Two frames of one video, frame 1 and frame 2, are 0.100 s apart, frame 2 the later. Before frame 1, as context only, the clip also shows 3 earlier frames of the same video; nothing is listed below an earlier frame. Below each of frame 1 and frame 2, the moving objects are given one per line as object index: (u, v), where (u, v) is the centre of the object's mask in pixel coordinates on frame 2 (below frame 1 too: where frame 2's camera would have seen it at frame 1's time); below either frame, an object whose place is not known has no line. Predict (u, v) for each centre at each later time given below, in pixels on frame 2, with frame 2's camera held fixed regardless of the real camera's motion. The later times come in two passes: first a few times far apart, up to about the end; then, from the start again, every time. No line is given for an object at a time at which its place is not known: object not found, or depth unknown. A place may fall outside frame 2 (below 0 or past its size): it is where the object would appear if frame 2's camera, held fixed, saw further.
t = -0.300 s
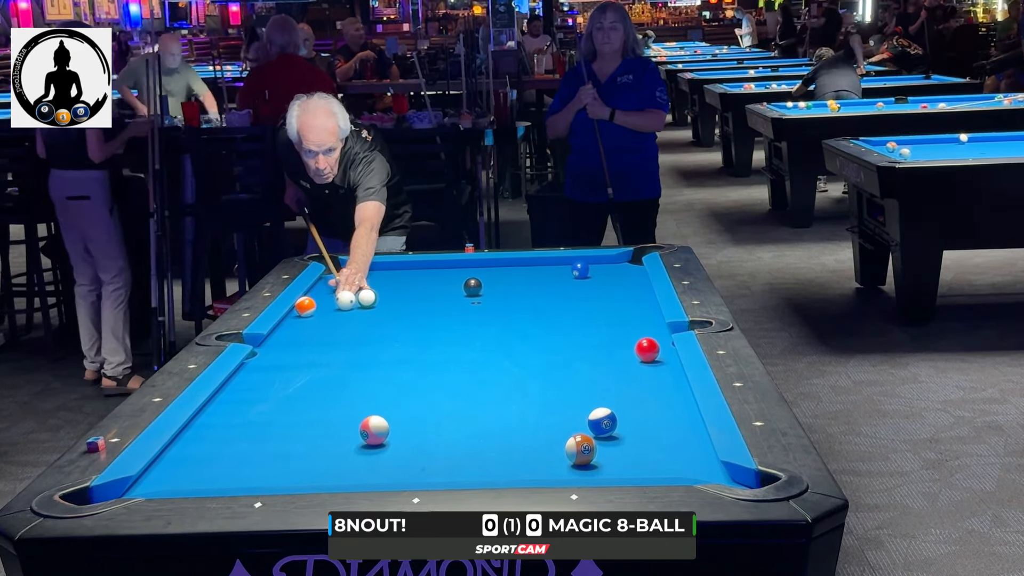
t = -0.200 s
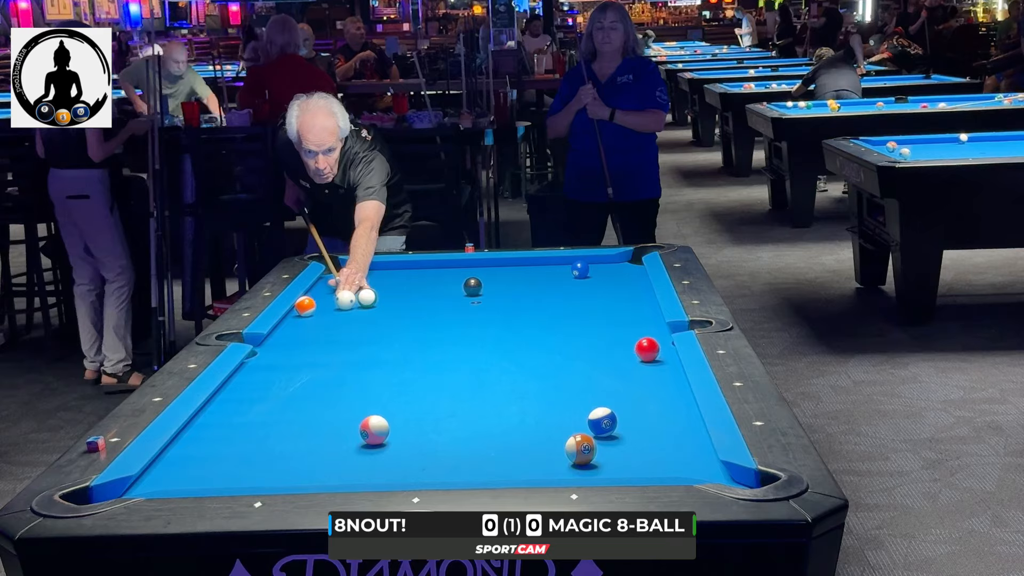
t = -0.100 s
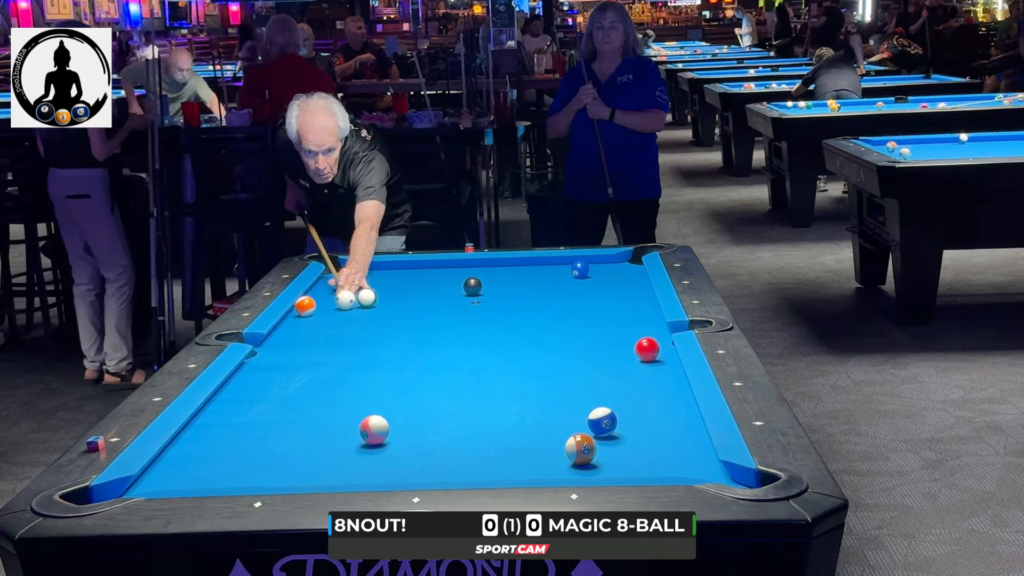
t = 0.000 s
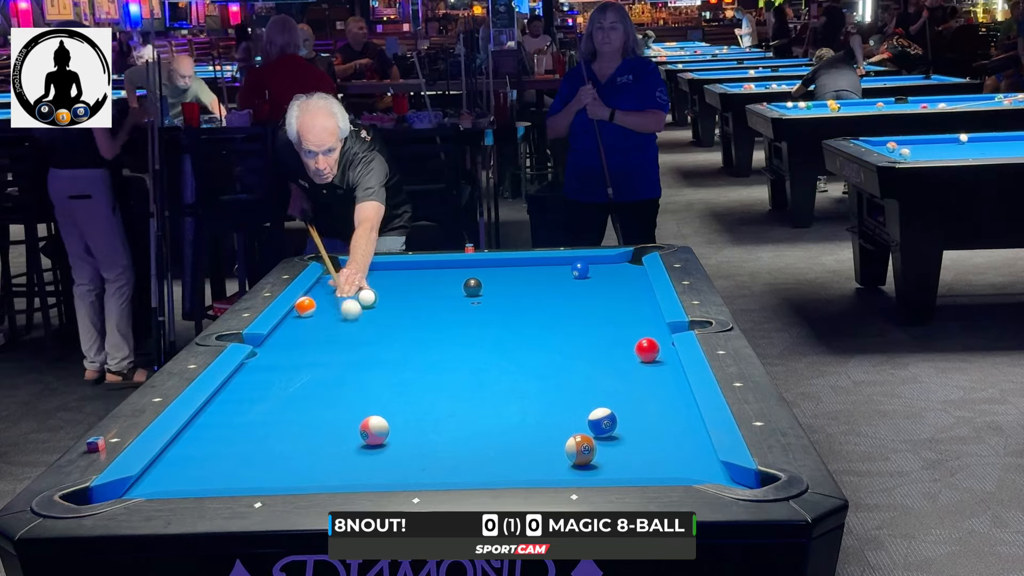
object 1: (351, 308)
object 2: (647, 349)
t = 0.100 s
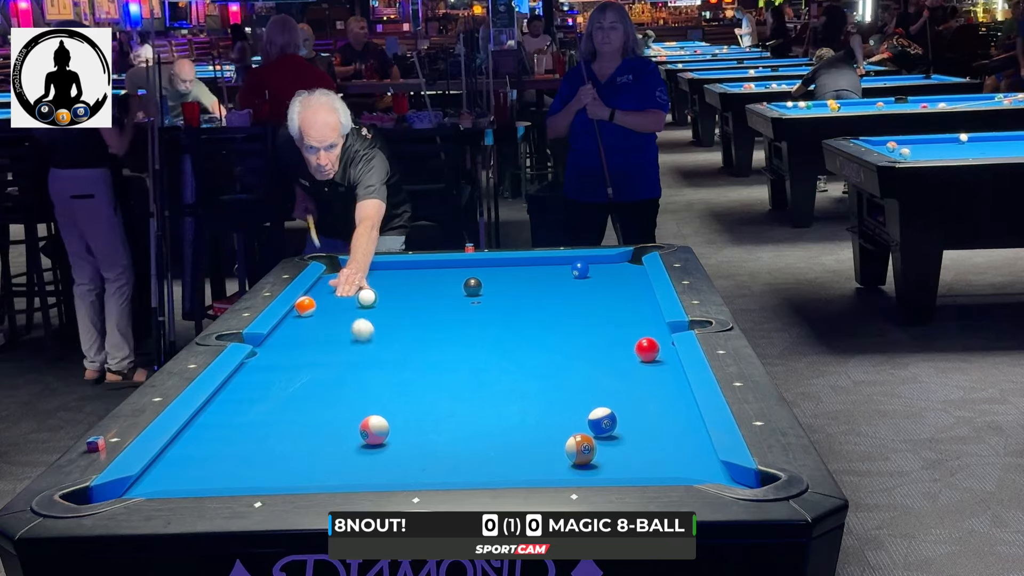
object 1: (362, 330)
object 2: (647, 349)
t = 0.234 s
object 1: (379, 359)
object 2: (647, 349)
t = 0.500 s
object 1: (425, 436)
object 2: (647, 349)
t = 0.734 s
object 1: (497, 448)
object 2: (647, 349)
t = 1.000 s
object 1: (576, 393)
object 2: (647, 349)
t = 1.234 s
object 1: (630, 357)
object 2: (648, 348)
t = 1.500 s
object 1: (618, 344)
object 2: (629, 333)
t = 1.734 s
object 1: (609, 335)
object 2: (590, 330)
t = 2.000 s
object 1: (601, 324)
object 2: (553, 322)
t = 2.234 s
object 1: (595, 316)
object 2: (524, 317)
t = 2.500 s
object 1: (588, 308)
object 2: (493, 311)
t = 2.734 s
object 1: (583, 302)
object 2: (468, 306)
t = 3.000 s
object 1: (578, 295)
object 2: (442, 301)
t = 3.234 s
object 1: (574, 290)
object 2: (422, 297)
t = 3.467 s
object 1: (570, 286)
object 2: (403, 294)
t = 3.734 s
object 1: (567, 281)
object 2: (384, 290)
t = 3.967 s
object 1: (564, 277)
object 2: (368, 284)
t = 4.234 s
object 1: (561, 273)
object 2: (352, 283)
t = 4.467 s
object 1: (559, 270)
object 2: (339, 281)
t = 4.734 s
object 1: (556, 267)
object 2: (327, 278)
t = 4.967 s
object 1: (554, 265)
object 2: (334, 276)
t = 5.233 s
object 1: (553, 263)
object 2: (343, 274)
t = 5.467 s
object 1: (552, 261)
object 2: (349, 273)
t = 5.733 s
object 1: (551, 260)
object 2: (355, 272)
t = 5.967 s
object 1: (551, 260)
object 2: (359, 272)
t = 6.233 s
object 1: (552, 261)
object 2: (363, 271)
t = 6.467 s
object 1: (553, 261)
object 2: (365, 271)
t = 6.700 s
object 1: (553, 261)
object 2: (365, 271)
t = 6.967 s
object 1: (553, 261)
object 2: (365, 271)
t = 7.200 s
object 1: (553, 261)
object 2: (365, 271)
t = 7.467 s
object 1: (553, 261)
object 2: (365, 271)
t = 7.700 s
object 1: (553, 261)
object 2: (364, 271)
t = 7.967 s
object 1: (553, 261)
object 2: (364, 271)
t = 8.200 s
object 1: (553, 261)
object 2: (364, 271)
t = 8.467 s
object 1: (553, 261)
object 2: (364, 271)
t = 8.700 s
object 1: (553, 261)
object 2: (364, 271)
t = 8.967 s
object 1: (553, 261)
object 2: (365, 271)
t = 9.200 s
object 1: (553, 261)
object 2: (364, 271)
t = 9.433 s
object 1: (553, 261)
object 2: (364, 271)
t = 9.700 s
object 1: (553, 261)
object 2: (364, 271)
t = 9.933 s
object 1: (553, 261)
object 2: (364, 271)
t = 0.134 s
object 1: (366, 335)
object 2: (647, 349)
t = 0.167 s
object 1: (370, 344)
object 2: (647, 349)
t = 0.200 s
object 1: (375, 351)
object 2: (647, 349)
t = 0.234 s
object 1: (379, 359)
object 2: (647, 349)
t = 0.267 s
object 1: (384, 367)
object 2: (647, 349)
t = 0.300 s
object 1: (389, 376)
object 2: (647, 349)
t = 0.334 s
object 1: (395, 384)
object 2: (647, 349)
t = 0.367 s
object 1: (400, 394)
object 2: (647, 349)
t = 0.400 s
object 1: (406, 403)
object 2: (647, 349)
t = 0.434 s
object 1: (412, 414)
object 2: (647, 349)
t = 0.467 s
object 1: (418, 425)
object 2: (647, 349)
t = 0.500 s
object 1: (425, 436)
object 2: (647, 349)
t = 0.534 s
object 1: (432, 448)
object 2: (647, 349)
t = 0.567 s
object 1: (440, 461)
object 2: (647, 349)
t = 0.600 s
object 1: (447, 469)
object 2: (647, 349)
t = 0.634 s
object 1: (459, 471)
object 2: (647, 349)
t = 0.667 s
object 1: (472, 465)
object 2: (647, 349)
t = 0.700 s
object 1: (485, 457)
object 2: (647, 349)
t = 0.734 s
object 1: (497, 448)
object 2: (647, 349)
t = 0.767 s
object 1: (508, 440)
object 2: (647, 349)
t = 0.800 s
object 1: (519, 432)
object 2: (647, 349)
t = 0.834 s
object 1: (529, 425)
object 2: (647, 349)
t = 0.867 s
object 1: (539, 418)
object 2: (647, 349)
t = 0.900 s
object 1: (549, 412)
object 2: (647, 349)
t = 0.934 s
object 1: (558, 405)
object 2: (647, 349)
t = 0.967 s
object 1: (567, 399)
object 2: (647, 349)
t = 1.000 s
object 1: (576, 393)
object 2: (647, 349)
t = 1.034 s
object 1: (584, 388)
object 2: (647, 349)
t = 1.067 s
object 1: (592, 382)
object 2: (647, 349)
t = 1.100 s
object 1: (600, 377)
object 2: (647, 349)
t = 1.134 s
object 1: (608, 372)
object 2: (647, 349)
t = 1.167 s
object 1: (615, 366)
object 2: (647, 349)
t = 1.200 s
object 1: (623, 361)
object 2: (647, 349)
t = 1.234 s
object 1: (630, 357)
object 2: (648, 348)
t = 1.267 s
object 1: (630, 355)
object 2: (653, 346)
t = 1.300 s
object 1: (627, 354)
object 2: (661, 343)
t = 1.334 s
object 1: (625, 352)
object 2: (655, 342)
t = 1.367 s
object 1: (623, 351)
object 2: (648, 341)
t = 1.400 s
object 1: (621, 349)
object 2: (642, 339)
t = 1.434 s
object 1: (620, 348)
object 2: (638, 338)
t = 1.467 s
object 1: (619, 346)
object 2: (634, 336)
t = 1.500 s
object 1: (618, 344)
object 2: (629, 333)
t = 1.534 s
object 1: (617, 343)
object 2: (623, 331)
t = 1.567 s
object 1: (615, 341)
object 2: (616, 328)
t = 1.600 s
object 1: (614, 340)
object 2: (607, 328)
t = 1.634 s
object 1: (613, 338)
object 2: (601, 329)
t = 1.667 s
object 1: (611, 337)
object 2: (597, 330)
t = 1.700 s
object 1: (610, 336)
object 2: (593, 330)
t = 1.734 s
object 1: (609, 335)
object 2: (590, 330)
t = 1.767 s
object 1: (608, 333)
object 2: (586, 329)
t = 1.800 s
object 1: (607, 332)
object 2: (581, 328)
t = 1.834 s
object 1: (606, 330)
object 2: (576, 327)
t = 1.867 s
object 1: (605, 329)
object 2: (571, 326)
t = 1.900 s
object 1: (604, 328)
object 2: (567, 325)
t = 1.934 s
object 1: (603, 326)
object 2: (562, 324)
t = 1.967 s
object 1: (602, 325)
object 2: (558, 323)
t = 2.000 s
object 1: (601, 324)
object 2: (553, 322)
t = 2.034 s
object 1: (600, 323)
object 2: (549, 321)
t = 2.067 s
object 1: (599, 322)
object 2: (544, 321)
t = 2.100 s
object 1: (598, 321)
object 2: (540, 320)
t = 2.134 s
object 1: (597, 319)
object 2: (536, 319)
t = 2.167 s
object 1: (596, 318)
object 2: (532, 318)
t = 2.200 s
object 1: (596, 317)
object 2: (528, 317)
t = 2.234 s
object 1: (595, 316)
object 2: (524, 317)
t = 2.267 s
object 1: (594, 315)
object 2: (520, 316)
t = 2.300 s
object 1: (593, 314)
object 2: (516, 315)
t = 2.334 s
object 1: (592, 313)
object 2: (512, 314)
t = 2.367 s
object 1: (591, 312)
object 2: (508, 314)
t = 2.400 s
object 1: (590, 311)
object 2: (504, 313)
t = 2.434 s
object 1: (590, 310)
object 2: (500, 312)
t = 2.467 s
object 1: (589, 309)
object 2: (497, 311)
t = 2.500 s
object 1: (588, 308)
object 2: (493, 311)
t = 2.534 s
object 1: (587, 307)
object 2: (489, 310)
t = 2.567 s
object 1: (586, 306)
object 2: (485, 309)
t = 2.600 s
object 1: (586, 305)
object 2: (482, 309)
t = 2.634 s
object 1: (585, 305)
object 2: (478, 308)
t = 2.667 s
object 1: (584, 304)
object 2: (475, 307)
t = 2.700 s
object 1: (583, 303)
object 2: (472, 307)
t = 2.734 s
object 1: (583, 302)
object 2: (468, 306)
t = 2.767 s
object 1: (582, 301)
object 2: (465, 305)
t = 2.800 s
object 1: (582, 300)
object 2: (461, 305)
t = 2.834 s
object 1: (581, 299)
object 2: (458, 304)
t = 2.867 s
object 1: (580, 299)
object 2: (455, 303)
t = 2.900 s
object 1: (579, 297)
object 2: (451, 303)
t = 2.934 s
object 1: (579, 297)
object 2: (448, 302)
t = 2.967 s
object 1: (578, 296)
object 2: (445, 302)
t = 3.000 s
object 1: (578, 295)
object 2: (442, 301)
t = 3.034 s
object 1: (577, 294)
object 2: (439, 300)
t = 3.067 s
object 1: (577, 294)
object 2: (436, 300)
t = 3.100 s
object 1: (576, 293)
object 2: (433, 299)
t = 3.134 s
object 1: (575, 292)
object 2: (430, 299)
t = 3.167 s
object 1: (575, 291)
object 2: (428, 298)
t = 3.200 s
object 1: (574, 291)
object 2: (425, 298)
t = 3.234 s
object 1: (574, 290)
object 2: (422, 297)
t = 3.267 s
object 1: (574, 289)
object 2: (419, 297)
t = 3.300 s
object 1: (573, 289)
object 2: (416, 296)
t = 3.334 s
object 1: (572, 288)
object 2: (413, 296)
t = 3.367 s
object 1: (572, 287)
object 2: (411, 295)
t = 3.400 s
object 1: (571, 287)
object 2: (408, 295)
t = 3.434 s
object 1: (571, 286)
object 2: (405, 294)
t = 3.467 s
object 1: (570, 286)
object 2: (403, 294)
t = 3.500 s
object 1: (570, 285)
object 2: (400, 293)
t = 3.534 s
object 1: (569, 284)
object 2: (398, 293)
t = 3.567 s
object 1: (569, 284)
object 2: (395, 292)
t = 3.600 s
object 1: (568, 283)
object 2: (393, 292)
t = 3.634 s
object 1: (568, 283)
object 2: (390, 291)
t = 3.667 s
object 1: (567, 282)
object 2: (388, 291)
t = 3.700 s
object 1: (567, 281)
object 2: (386, 290)
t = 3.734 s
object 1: (567, 281)
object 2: (384, 290)
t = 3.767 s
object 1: (566, 280)
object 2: (382, 289)
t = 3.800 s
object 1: (566, 280)
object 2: (380, 288)
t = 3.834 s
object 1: (565, 279)
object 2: (378, 287)
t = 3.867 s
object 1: (565, 278)
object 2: (375, 286)
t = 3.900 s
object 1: (565, 278)
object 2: (373, 285)
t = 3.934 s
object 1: (564, 277)
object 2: (370, 284)
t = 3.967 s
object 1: (564, 277)
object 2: (368, 284)
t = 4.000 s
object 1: (563, 277)
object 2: (366, 284)
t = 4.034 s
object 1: (563, 276)
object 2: (363, 283)
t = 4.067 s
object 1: (563, 276)
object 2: (361, 284)
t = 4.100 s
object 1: (563, 275)
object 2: (359, 284)
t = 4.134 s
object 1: (562, 275)
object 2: (357, 284)
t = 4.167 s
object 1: (562, 274)
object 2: (355, 284)
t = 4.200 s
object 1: (562, 274)
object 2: (354, 284)
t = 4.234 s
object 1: (561, 273)
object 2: (352, 283)
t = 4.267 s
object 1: (561, 273)
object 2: (350, 283)
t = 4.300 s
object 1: (560, 272)
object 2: (348, 283)
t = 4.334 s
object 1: (560, 272)
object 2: (346, 282)
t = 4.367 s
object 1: (560, 272)
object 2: (345, 282)
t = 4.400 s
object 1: (559, 271)
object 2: (343, 282)
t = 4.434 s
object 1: (559, 271)
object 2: (341, 281)
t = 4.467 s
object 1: (559, 270)
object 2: (339, 281)
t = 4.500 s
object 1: (558, 270)
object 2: (337, 280)
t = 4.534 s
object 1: (558, 270)
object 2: (336, 280)
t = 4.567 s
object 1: (558, 269)
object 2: (334, 280)
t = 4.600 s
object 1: (557, 269)
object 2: (333, 279)
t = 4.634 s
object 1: (557, 269)
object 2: (331, 279)
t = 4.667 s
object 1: (557, 268)
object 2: (329, 279)
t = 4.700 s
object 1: (556, 268)
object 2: (328, 278)
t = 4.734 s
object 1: (556, 267)
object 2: (327, 278)
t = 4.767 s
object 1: (556, 267)
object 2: (328, 278)
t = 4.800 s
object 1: (555, 267)
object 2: (329, 277)
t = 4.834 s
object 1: (555, 266)
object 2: (330, 277)
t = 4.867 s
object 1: (555, 266)
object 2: (331, 277)
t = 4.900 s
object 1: (555, 266)
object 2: (332, 277)
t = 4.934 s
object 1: (555, 266)
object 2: (333, 276)
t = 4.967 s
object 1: (554, 265)
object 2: (334, 276)
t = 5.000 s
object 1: (554, 265)
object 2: (336, 276)
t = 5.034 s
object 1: (554, 265)
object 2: (337, 276)
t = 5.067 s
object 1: (554, 264)
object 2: (338, 276)
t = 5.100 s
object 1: (553, 264)
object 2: (339, 275)
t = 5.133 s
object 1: (553, 264)
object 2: (340, 275)
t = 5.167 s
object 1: (553, 264)
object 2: (341, 275)
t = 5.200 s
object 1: (553, 263)
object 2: (342, 275)
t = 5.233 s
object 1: (553, 263)
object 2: (343, 274)
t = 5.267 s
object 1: (553, 263)
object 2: (344, 274)
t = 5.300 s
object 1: (552, 263)
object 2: (345, 274)
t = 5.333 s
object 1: (552, 262)
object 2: (346, 274)
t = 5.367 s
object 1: (552, 262)
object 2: (347, 274)
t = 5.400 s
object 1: (552, 262)
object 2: (348, 274)
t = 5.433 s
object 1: (552, 262)
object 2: (348, 273)
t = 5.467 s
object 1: (552, 261)
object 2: (349, 273)
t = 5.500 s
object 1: (552, 261)
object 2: (350, 273)
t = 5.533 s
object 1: (552, 261)
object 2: (351, 273)
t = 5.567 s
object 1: (551, 261)
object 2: (351, 273)
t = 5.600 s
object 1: (551, 260)
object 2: (352, 273)
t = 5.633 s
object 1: (551, 260)
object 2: (353, 273)
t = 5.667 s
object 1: (551, 260)
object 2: (354, 273)
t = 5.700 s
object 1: (551, 260)
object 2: (354, 272)
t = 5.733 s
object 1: (551, 260)
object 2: (355, 272)
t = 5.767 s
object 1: (551, 260)
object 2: (356, 272)
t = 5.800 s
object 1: (551, 260)
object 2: (356, 272)
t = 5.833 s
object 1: (551, 260)
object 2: (357, 272)
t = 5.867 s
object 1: (551, 260)
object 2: (357, 272)
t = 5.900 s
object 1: (551, 260)
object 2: (358, 272)
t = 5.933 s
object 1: (551, 260)
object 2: (359, 272)
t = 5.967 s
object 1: (551, 260)
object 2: (359, 272)
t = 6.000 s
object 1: (551, 260)
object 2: (360, 272)
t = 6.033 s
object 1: (551, 260)
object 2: (361, 271)
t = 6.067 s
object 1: (551, 260)
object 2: (361, 271)
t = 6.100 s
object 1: (552, 261)
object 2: (361, 271)
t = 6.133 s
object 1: (552, 261)
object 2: (362, 271)
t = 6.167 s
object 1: (552, 261)
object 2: (362, 271)
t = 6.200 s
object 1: (552, 261)
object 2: (363, 271)
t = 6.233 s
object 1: (552, 261)
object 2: (363, 271)
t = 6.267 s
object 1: (552, 261)
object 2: (363, 271)
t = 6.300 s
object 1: (552, 261)
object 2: (364, 271)
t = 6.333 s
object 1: (552, 261)
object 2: (364, 271)
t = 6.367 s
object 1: (552, 261)
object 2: (364, 271)
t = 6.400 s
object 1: (552, 261)
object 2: (365, 271)
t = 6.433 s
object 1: (552, 261)
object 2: (365, 271)
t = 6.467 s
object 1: (553, 261)
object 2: (365, 271)
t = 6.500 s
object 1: (553, 261)
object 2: (365, 271)
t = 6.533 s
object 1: (553, 261)
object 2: (365, 271)
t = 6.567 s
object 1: (553, 261)
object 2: (365, 271)
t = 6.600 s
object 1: (553, 261)
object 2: (365, 271)
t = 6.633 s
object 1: (553, 261)
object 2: (365, 271)
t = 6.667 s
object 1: (553, 261)
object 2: (365, 271)
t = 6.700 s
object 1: (553, 261)
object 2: (365, 271)
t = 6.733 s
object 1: (553, 261)
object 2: (365, 271)
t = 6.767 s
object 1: (553, 261)
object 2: (365, 271)
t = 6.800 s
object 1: (553, 261)
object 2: (365, 271)
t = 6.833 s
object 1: (553, 261)
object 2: (365, 271)
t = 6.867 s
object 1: (553, 261)
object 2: (365, 271)
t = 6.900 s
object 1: (553, 261)
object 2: (365, 271)
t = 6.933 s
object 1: (553, 261)
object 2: (365, 271)
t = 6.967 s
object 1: (553, 261)
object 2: (365, 271)
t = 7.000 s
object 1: (553, 261)
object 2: (365, 271)
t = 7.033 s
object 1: (553, 261)
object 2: (365, 271)
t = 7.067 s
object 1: (553, 261)
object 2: (365, 271)
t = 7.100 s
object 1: (553, 261)
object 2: (365, 271)
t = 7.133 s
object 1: (553, 261)
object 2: (364, 271)
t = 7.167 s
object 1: (553, 261)
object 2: (364, 271)
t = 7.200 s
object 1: (553, 261)
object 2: (365, 271)
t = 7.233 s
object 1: (553, 261)
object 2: (364, 271)
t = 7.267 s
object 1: (553, 261)
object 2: (364, 271)
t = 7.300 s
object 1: (553, 261)
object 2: (364, 271)
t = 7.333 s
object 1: (553, 261)
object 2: (364, 271)
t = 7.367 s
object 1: (553, 261)
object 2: (364, 271)
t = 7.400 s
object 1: (553, 261)
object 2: (365, 271)
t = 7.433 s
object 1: (553, 261)
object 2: (364, 271)
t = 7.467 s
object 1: (553, 261)
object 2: (365, 271)
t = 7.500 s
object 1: (553, 261)
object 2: (365, 271)
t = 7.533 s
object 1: (553, 261)
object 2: (364, 271)
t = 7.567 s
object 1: (553, 261)
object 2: (364, 271)
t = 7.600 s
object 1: (553, 261)
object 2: (364, 271)
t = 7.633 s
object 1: (553, 261)
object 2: (364, 271)
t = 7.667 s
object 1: (553, 261)
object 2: (364, 271)
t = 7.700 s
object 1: (553, 261)
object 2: (364, 271)
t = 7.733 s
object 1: (553, 261)
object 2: (365, 271)
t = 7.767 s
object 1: (553, 261)
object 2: (364, 271)
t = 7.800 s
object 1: (553, 261)
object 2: (364, 271)
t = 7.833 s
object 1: (553, 261)
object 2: (364, 271)
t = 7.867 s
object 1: (553, 261)
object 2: (364, 271)
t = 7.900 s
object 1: (553, 261)
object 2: (364, 271)
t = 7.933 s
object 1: (553, 261)
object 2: (364, 271)
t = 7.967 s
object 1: (553, 261)
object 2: (364, 271)
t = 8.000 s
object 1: (553, 261)
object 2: (364, 271)
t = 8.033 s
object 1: (553, 261)
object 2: (365, 271)
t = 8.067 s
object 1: (553, 261)
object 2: (364, 271)
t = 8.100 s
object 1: (553, 261)
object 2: (365, 271)
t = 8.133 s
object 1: (553, 261)
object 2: (364, 271)
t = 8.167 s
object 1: (553, 261)
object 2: (364, 271)
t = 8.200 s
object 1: (553, 261)
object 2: (364, 271)
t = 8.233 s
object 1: (553, 261)
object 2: (364, 271)
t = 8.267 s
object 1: (553, 261)
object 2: (364, 271)
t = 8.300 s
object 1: (553, 261)
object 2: (365, 271)
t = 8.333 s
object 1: (553, 261)
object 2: (365, 271)
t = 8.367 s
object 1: (553, 261)
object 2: (365, 271)
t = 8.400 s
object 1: (553, 261)
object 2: (365, 271)
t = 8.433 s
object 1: (553, 261)
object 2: (365, 271)
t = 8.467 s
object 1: (553, 261)
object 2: (364, 271)
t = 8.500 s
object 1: (553, 261)
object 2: (365, 271)
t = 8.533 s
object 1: (553, 261)
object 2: (365, 271)
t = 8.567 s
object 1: (553, 261)
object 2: (365, 271)
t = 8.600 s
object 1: (553, 261)
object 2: (364, 271)
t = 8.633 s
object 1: (553, 261)
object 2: (364, 271)
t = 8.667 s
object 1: (553, 261)
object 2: (364, 271)
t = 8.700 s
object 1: (553, 261)
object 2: (364, 271)
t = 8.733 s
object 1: (553, 261)
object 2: (365, 271)
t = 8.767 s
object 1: (553, 261)
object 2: (364, 271)
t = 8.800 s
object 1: (553, 261)
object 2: (364, 271)
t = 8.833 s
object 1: (553, 261)
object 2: (364, 271)
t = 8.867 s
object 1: (553, 261)
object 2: (364, 271)
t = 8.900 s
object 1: (553, 261)
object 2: (364, 271)
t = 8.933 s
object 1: (553, 261)
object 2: (364, 271)
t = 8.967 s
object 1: (553, 261)
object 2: (365, 271)
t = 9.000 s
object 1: (553, 261)
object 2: (365, 271)
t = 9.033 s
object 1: (553, 261)
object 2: (365, 271)
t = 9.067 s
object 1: (553, 261)
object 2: (365, 271)
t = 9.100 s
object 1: (553, 261)
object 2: (364, 271)
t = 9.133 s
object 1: (553, 261)
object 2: (364, 271)
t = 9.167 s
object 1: (553, 261)
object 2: (364, 271)
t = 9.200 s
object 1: (553, 261)
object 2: (364, 271)
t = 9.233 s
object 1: (553, 261)
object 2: (364, 271)
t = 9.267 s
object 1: (553, 261)
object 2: (365, 271)
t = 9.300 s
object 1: (553, 261)
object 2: (364, 271)
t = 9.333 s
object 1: (553, 261)
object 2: (364, 271)
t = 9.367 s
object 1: (553, 261)
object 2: (364, 271)
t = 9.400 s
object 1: (553, 261)
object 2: (364, 271)
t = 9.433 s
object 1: (553, 261)
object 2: (364, 271)
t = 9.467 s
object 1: (553, 261)
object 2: (364, 271)
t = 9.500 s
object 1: (553, 261)
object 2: (364, 271)
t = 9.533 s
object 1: (553, 261)
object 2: (365, 271)
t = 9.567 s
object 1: (553, 261)
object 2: (364, 271)
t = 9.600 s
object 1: (553, 261)
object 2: (364, 271)
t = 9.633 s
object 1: (553, 261)
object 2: (364, 271)
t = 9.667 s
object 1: (553, 261)
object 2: (364, 271)
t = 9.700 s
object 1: (553, 261)
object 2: (364, 271)
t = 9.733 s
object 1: (553, 261)
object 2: (364, 271)
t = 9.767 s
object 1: (553, 261)
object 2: (364, 271)
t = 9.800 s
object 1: (553, 261)
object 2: (364, 271)
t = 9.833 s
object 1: (553, 261)
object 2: (364, 271)
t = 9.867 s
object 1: (553, 261)
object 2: (364, 271)
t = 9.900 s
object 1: (553, 261)
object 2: (364, 271)
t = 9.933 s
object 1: (553, 261)
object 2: (364, 271)
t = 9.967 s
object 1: (553, 261)
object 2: (364, 271)
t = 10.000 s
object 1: (553, 261)
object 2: (364, 271)
